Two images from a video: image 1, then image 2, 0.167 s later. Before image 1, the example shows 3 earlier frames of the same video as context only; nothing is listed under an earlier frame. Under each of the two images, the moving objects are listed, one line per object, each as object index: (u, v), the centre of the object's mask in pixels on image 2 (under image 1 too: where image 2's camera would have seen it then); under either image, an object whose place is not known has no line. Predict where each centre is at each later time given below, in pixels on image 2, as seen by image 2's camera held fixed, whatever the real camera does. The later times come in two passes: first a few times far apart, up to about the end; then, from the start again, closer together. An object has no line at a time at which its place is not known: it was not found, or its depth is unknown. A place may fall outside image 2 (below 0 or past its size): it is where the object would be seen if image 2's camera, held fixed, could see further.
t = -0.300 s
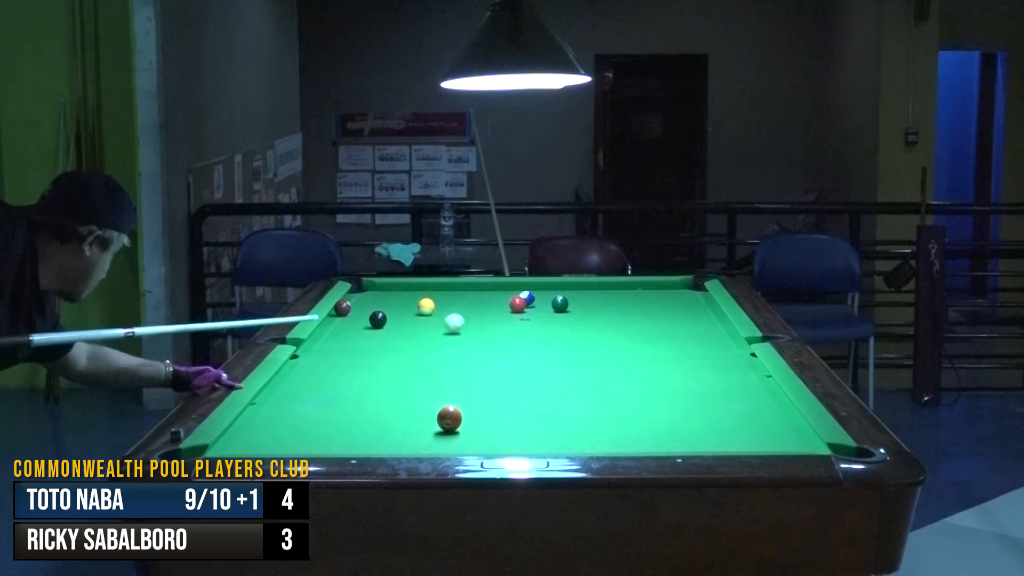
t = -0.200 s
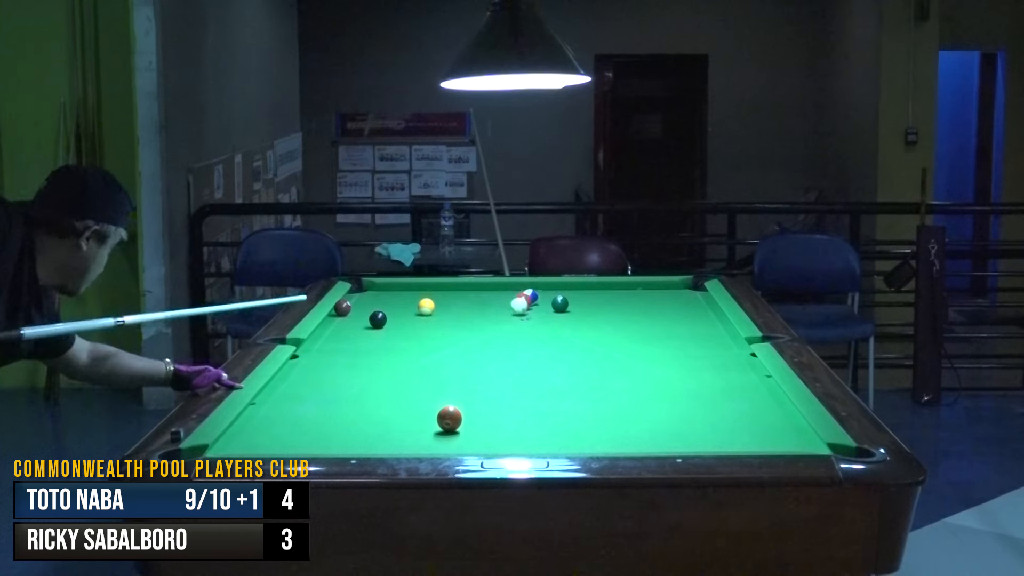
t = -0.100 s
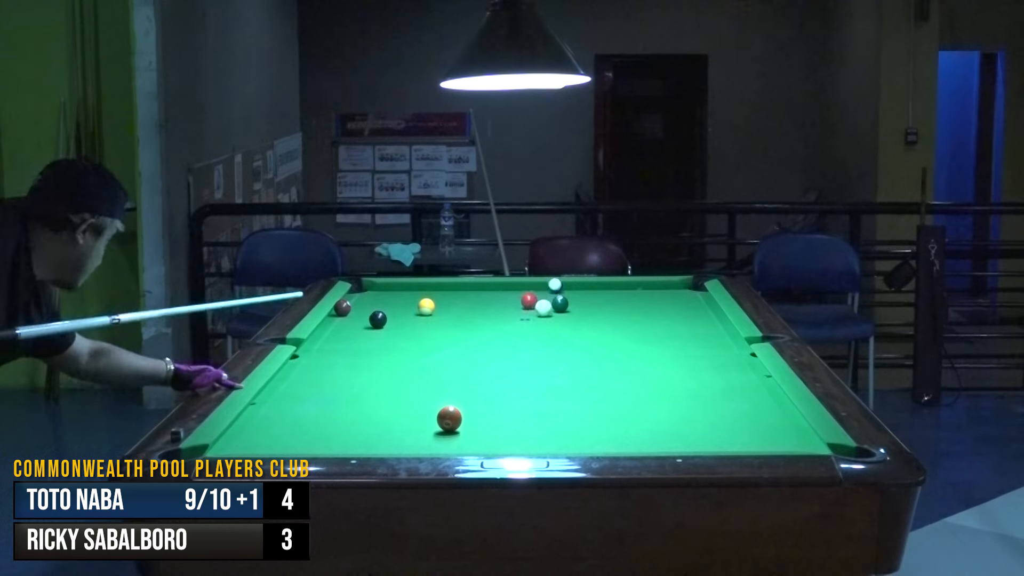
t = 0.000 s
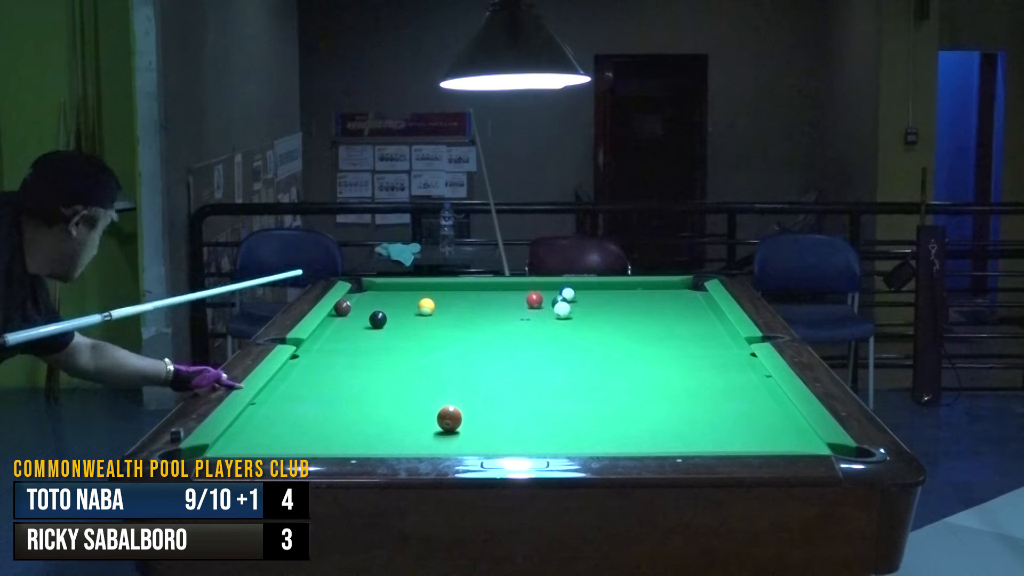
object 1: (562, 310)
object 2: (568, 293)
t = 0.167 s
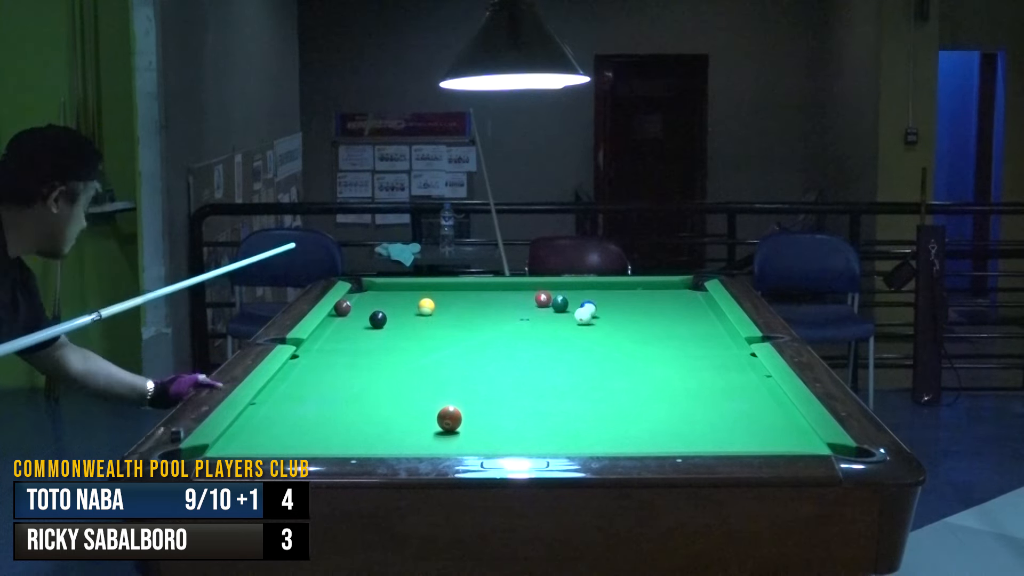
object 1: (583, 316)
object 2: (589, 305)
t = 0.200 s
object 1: (587, 317)
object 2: (595, 310)
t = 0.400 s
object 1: (597, 334)
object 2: (636, 325)
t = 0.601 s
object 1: (607, 352)
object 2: (684, 339)
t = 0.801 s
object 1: (620, 373)
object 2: (738, 354)
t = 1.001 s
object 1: (634, 397)
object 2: (731, 367)
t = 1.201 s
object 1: (651, 424)
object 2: (714, 380)
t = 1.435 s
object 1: (666, 445)
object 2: (692, 396)
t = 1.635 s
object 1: (645, 437)
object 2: (671, 411)
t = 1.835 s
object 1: (615, 423)
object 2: (660, 426)
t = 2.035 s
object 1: (565, 413)
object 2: (671, 439)
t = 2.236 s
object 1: (519, 404)
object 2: (684, 446)
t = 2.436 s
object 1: (476, 396)
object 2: (669, 443)
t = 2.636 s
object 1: (437, 388)
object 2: (652, 440)
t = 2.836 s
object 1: (400, 381)
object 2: (636, 435)
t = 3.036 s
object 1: (365, 374)
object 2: (621, 428)
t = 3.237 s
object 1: (334, 367)
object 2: (607, 423)
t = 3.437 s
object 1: (303, 361)
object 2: (595, 418)
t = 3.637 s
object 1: (312, 358)
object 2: (583, 414)
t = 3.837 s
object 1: (329, 355)
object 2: (572, 410)
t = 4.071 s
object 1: (348, 352)
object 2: (560, 405)
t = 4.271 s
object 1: (363, 350)
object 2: (551, 402)
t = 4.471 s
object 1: (376, 347)
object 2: (544, 399)
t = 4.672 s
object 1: (389, 346)
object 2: (536, 396)
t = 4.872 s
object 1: (400, 343)
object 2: (529, 393)
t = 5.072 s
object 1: (410, 342)
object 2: (524, 391)
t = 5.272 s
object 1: (419, 340)
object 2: (519, 389)
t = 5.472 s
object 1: (427, 339)
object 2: (513, 388)
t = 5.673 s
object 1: (435, 338)
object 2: (509, 386)
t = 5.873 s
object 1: (441, 336)
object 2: (506, 384)
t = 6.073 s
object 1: (446, 336)
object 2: (502, 383)
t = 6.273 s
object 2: (500, 383)
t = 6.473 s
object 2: (498, 382)
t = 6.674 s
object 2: (497, 382)
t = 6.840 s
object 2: (496, 381)
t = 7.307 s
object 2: (496, 381)
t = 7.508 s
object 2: (496, 381)
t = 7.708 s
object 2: (496, 381)
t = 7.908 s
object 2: (496, 381)
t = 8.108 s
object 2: (495, 381)
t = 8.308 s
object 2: (496, 381)
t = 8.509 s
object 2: (496, 381)
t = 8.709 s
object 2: (496, 381)
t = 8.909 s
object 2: (496, 381)
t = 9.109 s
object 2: (496, 381)
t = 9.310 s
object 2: (496, 381)
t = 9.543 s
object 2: (496, 381)
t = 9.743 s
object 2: (496, 381)
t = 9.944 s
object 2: (495, 381)
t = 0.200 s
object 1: (587, 317)
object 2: (595, 310)
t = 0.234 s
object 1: (591, 319)
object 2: (600, 313)
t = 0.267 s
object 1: (592, 322)
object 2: (606, 317)
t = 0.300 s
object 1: (592, 325)
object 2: (613, 319)
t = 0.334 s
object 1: (594, 328)
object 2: (620, 321)
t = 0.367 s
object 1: (595, 331)
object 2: (629, 324)
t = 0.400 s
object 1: (597, 334)
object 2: (636, 325)
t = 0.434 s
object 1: (598, 336)
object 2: (644, 328)
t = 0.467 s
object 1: (600, 339)
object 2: (651, 330)
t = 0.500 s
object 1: (602, 342)
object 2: (659, 332)
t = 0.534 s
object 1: (603, 345)
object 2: (668, 335)
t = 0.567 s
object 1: (606, 349)
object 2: (676, 336)
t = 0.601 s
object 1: (607, 352)
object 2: (684, 339)
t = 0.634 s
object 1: (609, 355)
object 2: (693, 341)
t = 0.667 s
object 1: (611, 358)
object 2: (702, 344)
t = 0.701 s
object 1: (613, 362)
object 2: (710, 346)
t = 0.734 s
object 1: (615, 365)
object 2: (720, 349)
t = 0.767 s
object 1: (617, 369)
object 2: (728, 351)
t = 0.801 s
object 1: (620, 373)
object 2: (738, 354)
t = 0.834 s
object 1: (622, 377)
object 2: (746, 356)
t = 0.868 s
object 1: (625, 380)
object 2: (743, 359)
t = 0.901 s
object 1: (627, 384)
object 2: (740, 361)
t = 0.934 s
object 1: (629, 388)
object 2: (738, 362)
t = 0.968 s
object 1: (631, 393)
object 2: (735, 365)
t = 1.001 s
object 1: (634, 397)
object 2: (731, 367)
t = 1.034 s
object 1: (637, 401)
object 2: (729, 369)
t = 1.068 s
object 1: (640, 405)
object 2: (726, 371)
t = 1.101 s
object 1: (642, 410)
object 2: (723, 373)
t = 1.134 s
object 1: (645, 415)
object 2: (720, 376)
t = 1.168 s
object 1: (648, 419)
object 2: (718, 377)
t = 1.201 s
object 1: (651, 424)
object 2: (714, 380)
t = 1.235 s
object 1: (654, 429)
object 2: (711, 382)
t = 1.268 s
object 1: (657, 434)
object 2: (707, 384)
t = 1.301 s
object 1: (660, 439)
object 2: (705, 386)
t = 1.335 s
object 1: (664, 442)
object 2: (702, 389)
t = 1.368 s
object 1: (667, 445)
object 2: (699, 391)
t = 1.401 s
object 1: (670, 447)
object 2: (695, 394)
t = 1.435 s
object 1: (666, 445)
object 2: (692, 396)
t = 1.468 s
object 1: (662, 444)
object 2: (688, 398)
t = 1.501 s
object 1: (659, 443)
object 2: (685, 401)
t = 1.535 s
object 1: (655, 442)
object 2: (682, 404)
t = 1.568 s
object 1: (652, 440)
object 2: (678, 405)
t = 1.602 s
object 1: (649, 438)
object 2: (675, 408)
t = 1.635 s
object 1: (645, 437)
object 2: (671, 411)
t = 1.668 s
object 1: (642, 434)
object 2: (667, 414)
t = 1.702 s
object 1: (639, 431)
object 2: (664, 416)
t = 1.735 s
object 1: (635, 429)
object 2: (660, 419)
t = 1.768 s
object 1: (632, 426)
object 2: (657, 422)
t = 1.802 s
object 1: (625, 424)
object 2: (656, 424)
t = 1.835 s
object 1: (615, 423)
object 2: (660, 426)
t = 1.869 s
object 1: (607, 422)
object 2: (661, 428)
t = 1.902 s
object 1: (598, 420)
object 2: (663, 430)
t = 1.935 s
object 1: (590, 418)
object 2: (665, 432)
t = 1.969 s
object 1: (582, 416)
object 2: (668, 434)
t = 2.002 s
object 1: (573, 414)
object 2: (669, 437)
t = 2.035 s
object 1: (565, 413)
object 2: (671, 439)
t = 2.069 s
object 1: (557, 411)
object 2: (673, 440)
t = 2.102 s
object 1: (549, 410)
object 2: (675, 441)
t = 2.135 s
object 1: (542, 408)
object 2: (677, 442)
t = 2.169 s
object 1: (534, 407)
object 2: (680, 443)
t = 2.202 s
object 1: (527, 405)
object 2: (682, 444)
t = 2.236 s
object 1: (519, 404)
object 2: (684, 446)
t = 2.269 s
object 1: (512, 402)
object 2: (684, 446)
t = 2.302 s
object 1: (504, 401)
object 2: (681, 446)
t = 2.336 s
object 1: (497, 400)
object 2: (678, 445)
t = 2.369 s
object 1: (490, 398)
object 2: (675, 444)
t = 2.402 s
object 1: (483, 397)
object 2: (672, 443)
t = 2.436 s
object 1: (476, 396)
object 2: (669, 443)
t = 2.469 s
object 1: (469, 394)
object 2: (666, 442)
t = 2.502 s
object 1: (463, 393)
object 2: (663, 442)
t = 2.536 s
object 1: (456, 391)
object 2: (660, 441)
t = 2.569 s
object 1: (449, 390)
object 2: (658, 441)
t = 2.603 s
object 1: (443, 389)
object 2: (655, 440)
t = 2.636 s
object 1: (437, 388)
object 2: (652, 440)
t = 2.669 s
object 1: (430, 387)
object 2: (649, 439)
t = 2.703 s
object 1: (424, 385)
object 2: (646, 438)
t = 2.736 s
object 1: (418, 384)
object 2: (644, 437)
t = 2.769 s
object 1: (412, 383)
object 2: (641, 436)
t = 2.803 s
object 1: (406, 382)
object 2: (639, 436)
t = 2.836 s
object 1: (400, 381)
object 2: (636, 435)
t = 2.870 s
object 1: (394, 379)
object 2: (634, 434)
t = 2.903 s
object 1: (388, 378)
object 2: (631, 433)
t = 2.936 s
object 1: (382, 377)
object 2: (629, 431)
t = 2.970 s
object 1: (377, 376)
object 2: (626, 431)
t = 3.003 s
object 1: (371, 375)
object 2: (624, 429)
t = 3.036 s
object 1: (365, 374)
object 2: (621, 428)
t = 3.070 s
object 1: (360, 372)
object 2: (619, 427)
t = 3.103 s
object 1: (355, 371)
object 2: (617, 427)
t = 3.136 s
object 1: (349, 370)
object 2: (614, 426)
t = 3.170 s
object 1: (344, 369)
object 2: (612, 425)
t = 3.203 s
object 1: (338, 368)
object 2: (610, 424)
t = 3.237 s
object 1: (334, 367)
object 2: (607, 423)
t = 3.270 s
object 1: (328, 366)
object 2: (605, 422)
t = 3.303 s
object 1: (323, 366)
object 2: (603, 421)
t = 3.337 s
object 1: (318, 365)
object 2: (601, 420)
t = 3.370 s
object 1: (313, 364)
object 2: (599, 419)
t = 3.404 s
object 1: (308, 363)
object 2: (597, 419)
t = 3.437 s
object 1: (303, 361)
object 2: (595, 418)
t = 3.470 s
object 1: (299, 361)
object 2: (593, 417)
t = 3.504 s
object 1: (300, 360)
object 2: (591, 417)
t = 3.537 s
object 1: (303, 359)
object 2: (589, 416)
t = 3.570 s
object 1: (306, 359)
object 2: (587, 415)
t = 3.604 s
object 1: (309, 358)
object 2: (585, 414)
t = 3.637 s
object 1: (312, 358)
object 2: (583, 414)
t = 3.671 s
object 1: (315, 358)
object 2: (581, 413)
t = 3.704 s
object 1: (318, 357)
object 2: (579, 412)
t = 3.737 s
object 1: (321, 357)
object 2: (578, 411)
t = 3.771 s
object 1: (324, 356)
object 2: (576, 411)
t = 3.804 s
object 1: (326, 356)
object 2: (574, 410)
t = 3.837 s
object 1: (329, 355)
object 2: (572, 410)
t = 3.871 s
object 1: (332, 355)
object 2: (570, 409)
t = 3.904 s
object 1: (335, 354)
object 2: (569, 408)
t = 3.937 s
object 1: (338, 354)
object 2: (567, 408)
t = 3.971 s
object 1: (340, 354)
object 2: (565, 407)
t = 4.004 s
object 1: (343, 353)
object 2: (564, 406)
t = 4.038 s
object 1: (346, 353)
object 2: (562, 406)
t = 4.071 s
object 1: (348, 352)
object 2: (560, 405)
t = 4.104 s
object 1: (351, 352)
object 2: (559, 404)
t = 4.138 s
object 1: (353, 351)
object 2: (557, 404)
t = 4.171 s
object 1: (356, 351)
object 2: (556, 403)
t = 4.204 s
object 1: (358, 351)
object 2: (554, 403)
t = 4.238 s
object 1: (361, 350)
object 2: (553, 402)
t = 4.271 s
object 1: (363, 350)
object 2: (551, 402)
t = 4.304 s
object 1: (365, 349)
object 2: (550, 401)
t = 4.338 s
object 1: (367, 349)
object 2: (549, 401)
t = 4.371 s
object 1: (370, 349)
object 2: (547, 400)
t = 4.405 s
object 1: (372, 348)
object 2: (546, 400)
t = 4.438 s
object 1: (374, 348)
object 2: (545, 399)
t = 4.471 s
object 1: (376, 347)
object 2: (544, 399)
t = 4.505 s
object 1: (378, 347)
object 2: (542, 398)
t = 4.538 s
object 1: (381, 347)
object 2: (541, 397)
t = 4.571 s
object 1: (383, 347)
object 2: (540, 397)
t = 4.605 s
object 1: (385, 346)
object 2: (539, 397)
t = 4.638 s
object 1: (387, 346)
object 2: (537, 396)
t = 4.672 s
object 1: (389, 346)
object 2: (536, 396)
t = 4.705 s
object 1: (391, 345)
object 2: (535, 396)
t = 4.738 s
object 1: (393, 345)
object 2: (534, 395)
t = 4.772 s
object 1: (395, 344)
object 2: (533, 395)
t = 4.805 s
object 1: (397, 344)
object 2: (532, 394)
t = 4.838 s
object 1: (398, 343)
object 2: (531, 394)
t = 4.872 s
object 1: (400, 343)
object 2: (529, 393)
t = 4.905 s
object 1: (402, 343)
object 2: (529, 393)
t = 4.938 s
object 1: (404, 343)
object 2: (528, 393)
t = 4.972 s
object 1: (405, 342)
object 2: (527, 392)
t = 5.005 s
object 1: (407, 342)
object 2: (526, 392)
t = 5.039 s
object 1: (409, 342)
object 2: (524, 391)
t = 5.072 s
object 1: (410, 342)
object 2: (524, 391)
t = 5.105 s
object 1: (412, 341)
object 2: (523, 390)
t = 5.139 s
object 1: (414, 341)
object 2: (522, 390)
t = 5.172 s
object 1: (415, 341)
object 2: (521, 390)
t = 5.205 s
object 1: (416, 341)
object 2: (520, 389)
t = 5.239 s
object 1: (418, 340)
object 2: (519, 389)
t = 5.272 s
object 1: (419, 340)
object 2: (519, 389)
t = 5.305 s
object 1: (421, 340)
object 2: (518, 389)
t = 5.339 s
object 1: (422, 340)
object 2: (517, 389)
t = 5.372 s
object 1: (423, 339)
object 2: (516, 388)
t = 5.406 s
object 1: (425, 339)
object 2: (515, 388)
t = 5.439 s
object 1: (426, 339)
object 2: (514, 388)
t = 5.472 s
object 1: (427, 339)
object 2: (513, 388)
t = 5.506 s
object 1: (428, 338)
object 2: (513, 387)
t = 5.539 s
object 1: (430, 338)
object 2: (512, 387)
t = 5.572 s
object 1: (431, 338)
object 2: (512, 386)
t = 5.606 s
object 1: (432, 338)
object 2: (511, 387)
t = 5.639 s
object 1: (434, 338)
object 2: (510, 386)
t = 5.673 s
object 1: (435, 338)
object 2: (509, 386)
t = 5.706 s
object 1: (436, 337)
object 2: (509, 385)
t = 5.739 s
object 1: (437, 337)
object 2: (508, 385)
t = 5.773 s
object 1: (438, 337)
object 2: (507, 385)
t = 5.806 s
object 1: (439, 337)
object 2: (507, 385)
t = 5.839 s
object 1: (440, 336)
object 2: (506, 385)
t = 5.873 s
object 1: (441, 336)
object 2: (506, 384)
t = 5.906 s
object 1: (442, 336)
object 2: (505, 384)
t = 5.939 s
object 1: (443, 336)
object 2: (504, 384)
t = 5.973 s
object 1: (444, 336)
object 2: (504, 384)
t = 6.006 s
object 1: (444, 336)
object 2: (503, 384)
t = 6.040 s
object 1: (445, 336)
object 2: (503, 384)
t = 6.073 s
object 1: (446, 336)
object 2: (502, 383)
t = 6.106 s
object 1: (447, 335)
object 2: (502, 383)
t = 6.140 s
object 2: (501, 383)
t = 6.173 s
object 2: (501, 383)
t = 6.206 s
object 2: (500, 383)
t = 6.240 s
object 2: (500, 383)
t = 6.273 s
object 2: (500, 383)
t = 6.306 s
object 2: (499, 383)
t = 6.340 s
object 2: (499, 383)
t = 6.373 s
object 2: (499, 382)
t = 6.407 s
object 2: (498, 382)
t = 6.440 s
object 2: (498, 382)
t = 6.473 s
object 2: (498, 382)
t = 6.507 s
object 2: (498, 382)
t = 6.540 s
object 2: (497, 382)
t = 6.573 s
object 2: (497, 382)
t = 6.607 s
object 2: (497, 382)
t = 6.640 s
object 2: (497, 382)
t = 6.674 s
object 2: (497, 382)
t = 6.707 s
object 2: (497, 381)
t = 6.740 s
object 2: (497, 381)
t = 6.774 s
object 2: (496, 382)
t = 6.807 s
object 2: (493, 379)
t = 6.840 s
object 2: (496, 381)
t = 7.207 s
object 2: (495, 381)
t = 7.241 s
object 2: (496, 381)
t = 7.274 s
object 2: (496, 381)
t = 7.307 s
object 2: (496, 381)
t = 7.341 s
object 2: (495, 381)
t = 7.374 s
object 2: (496, 381)
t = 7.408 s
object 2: (496, 381)
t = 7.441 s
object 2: (496, 381)
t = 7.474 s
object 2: (496, 381)
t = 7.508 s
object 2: (496, 381)
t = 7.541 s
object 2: (496, 381)
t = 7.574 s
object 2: (496, 381)
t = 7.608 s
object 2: (496, 381)
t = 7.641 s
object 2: (496, 381)
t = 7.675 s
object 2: (496, 381)
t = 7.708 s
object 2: (496, 381)
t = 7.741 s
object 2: (496, 381)
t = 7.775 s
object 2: (496, 381)
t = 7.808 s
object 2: (495, 381)
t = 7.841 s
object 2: (496, 381)
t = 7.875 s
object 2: (496, 381)
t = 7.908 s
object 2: (496, 381)
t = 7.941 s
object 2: (496, 381)
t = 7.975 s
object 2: (496, 381)
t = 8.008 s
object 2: (496, 381)
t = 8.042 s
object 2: (496, 381)
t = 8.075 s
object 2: (496, 381)
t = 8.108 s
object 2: (495, 381)
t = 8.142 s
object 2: (496, 381)
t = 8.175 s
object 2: (496, 381)
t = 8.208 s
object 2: (496, 381)
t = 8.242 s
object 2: (496, 381)
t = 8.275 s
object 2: (496, 381)
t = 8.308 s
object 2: (496, 381)
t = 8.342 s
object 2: (496, 381)
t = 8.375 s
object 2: (496, 381)
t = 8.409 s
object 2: (496, 381)
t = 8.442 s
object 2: (496, 381)
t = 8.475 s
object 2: (496, 381)
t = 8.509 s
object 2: (496, 381)
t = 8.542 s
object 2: (496, 381)
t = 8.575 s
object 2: (496, 381)
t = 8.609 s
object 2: (496, 381)
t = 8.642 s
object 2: (496, 381)
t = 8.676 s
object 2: (496, 381)
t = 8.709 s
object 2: (496, 381)
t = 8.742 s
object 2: (496, 381)
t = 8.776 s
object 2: (496, 381)
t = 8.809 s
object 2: (496, 381)
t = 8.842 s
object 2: (496, 381)
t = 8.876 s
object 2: (496, 381)
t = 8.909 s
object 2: (496, 381)
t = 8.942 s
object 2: (496, 381)
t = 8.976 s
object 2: (496, 381)
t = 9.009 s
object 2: (496, 381)
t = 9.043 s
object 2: (496, 381)
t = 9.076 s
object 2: (496, 381)
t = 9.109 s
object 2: (496, 381)
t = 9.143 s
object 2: (496, 381)
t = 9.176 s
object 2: (496, 381)
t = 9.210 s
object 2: (496, 381)
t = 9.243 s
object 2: (496, 381)
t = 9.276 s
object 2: (496, 381)
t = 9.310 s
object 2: (496, 381)
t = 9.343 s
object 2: (496, 381)
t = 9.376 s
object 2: (496, 381)
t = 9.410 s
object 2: (496, 381)
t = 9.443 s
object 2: (496, 381)
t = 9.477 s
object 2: (496, 381)
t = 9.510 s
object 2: (496, 381)
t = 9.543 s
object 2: (496, 381)
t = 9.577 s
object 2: (496, 381)
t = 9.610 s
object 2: (496, 381)
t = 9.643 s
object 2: (496, 381)
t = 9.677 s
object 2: (496, 381)
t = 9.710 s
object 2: (496, 381)
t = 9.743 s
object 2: (496, 381)
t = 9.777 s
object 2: (496, 381)
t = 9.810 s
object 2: (496, 381)
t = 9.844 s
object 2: (496, 381)
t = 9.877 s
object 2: (496, 381)
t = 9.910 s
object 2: (496, 381)
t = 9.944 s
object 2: (495, 381)
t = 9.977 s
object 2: (496, 381)
